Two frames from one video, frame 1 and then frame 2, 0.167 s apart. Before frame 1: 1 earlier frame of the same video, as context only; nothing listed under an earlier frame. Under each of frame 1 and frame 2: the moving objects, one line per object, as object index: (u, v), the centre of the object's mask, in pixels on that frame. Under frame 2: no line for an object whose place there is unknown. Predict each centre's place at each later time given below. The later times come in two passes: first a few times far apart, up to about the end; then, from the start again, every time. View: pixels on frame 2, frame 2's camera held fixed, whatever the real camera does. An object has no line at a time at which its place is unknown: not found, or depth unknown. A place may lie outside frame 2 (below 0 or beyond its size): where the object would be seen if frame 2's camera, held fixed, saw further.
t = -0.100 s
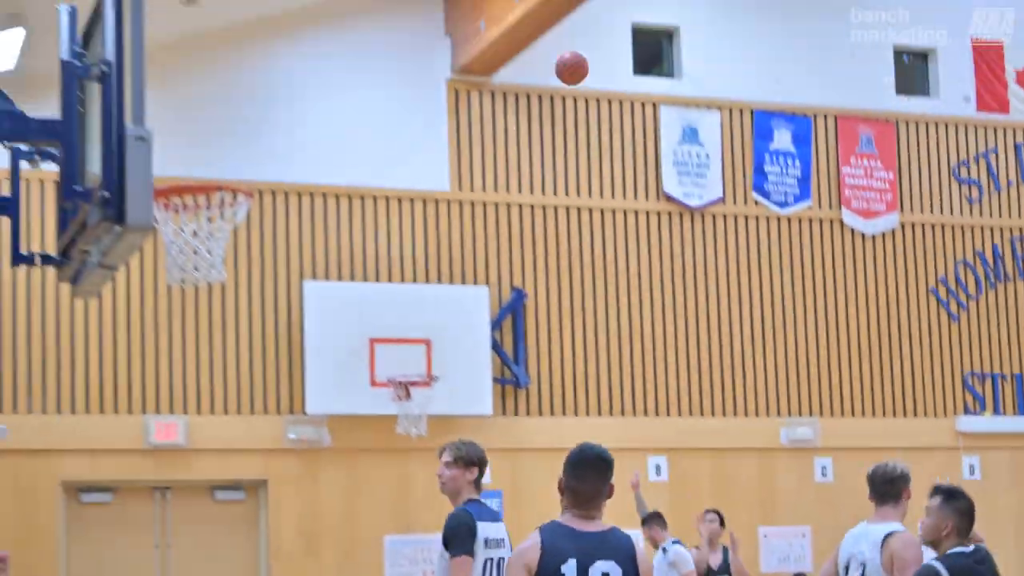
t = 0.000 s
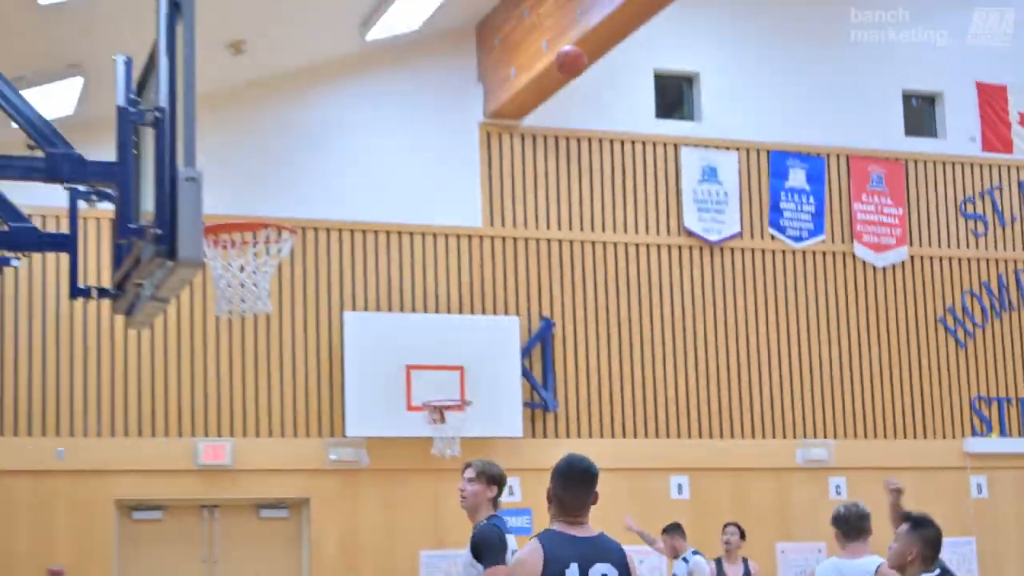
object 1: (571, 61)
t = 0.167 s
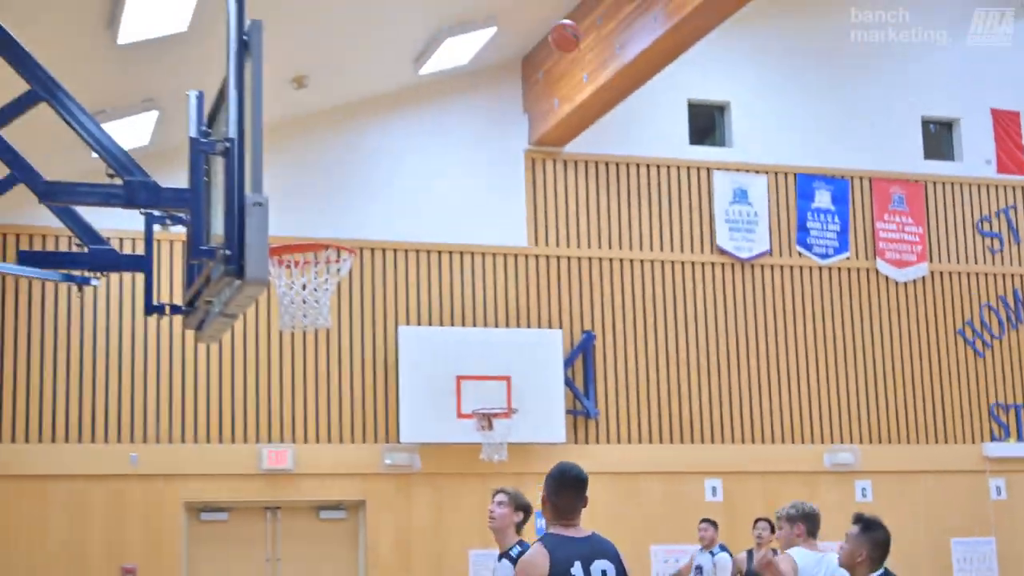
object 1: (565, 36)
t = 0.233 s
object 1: (547, 23)
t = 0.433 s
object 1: (484, 13)
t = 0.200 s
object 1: (555, 29)
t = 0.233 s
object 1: (547, 23)
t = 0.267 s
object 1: (536, 17)
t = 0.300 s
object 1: (526, 14)
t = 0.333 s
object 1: (516, 11)
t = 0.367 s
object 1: (505, 10)
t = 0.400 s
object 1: (495, 11)
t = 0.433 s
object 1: (484, 13)
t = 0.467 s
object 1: (473, 16)
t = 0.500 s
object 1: (461, 21)
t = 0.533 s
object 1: (448, 29)
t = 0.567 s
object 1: (438, 38)
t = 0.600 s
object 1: (426, 49)
